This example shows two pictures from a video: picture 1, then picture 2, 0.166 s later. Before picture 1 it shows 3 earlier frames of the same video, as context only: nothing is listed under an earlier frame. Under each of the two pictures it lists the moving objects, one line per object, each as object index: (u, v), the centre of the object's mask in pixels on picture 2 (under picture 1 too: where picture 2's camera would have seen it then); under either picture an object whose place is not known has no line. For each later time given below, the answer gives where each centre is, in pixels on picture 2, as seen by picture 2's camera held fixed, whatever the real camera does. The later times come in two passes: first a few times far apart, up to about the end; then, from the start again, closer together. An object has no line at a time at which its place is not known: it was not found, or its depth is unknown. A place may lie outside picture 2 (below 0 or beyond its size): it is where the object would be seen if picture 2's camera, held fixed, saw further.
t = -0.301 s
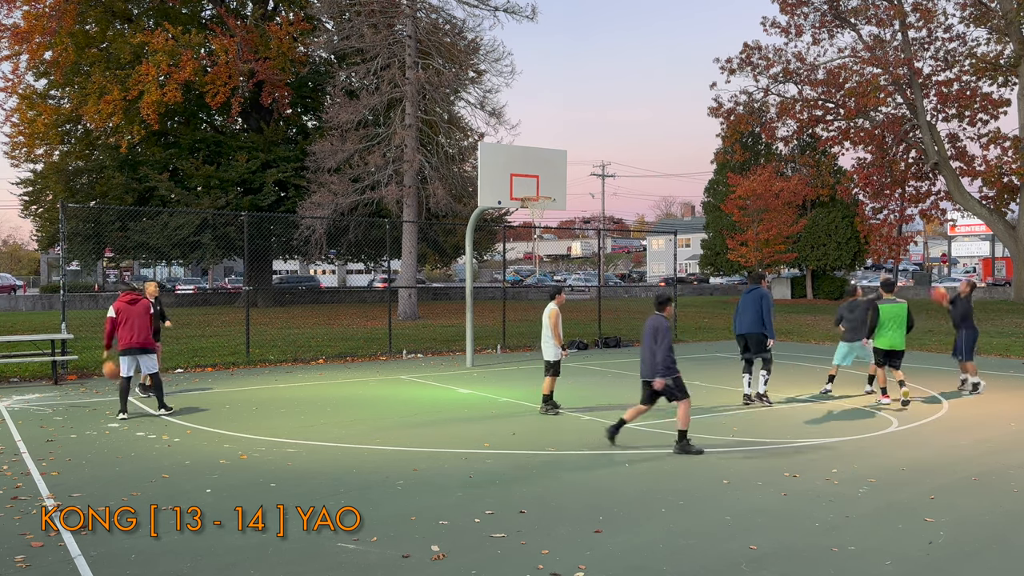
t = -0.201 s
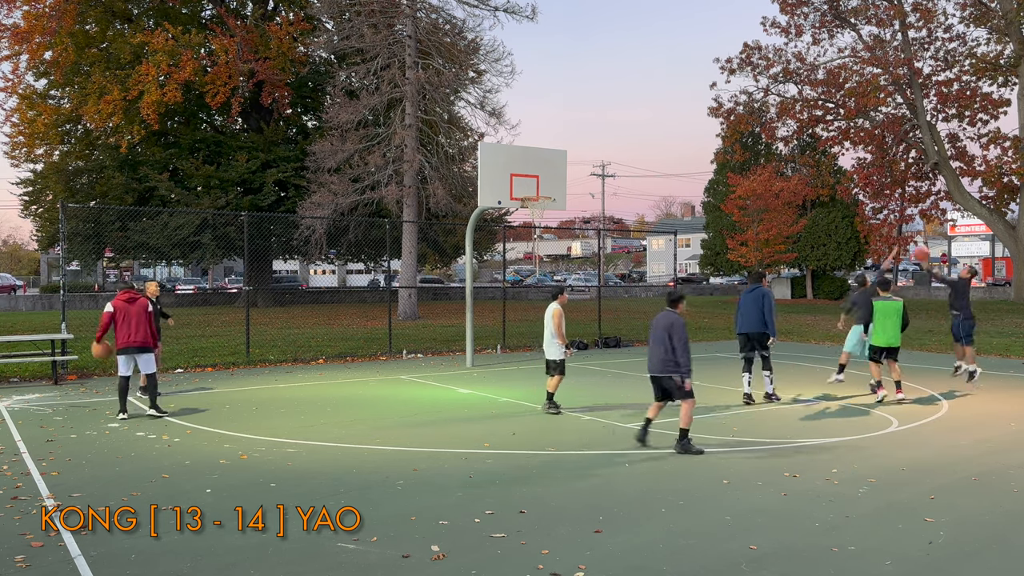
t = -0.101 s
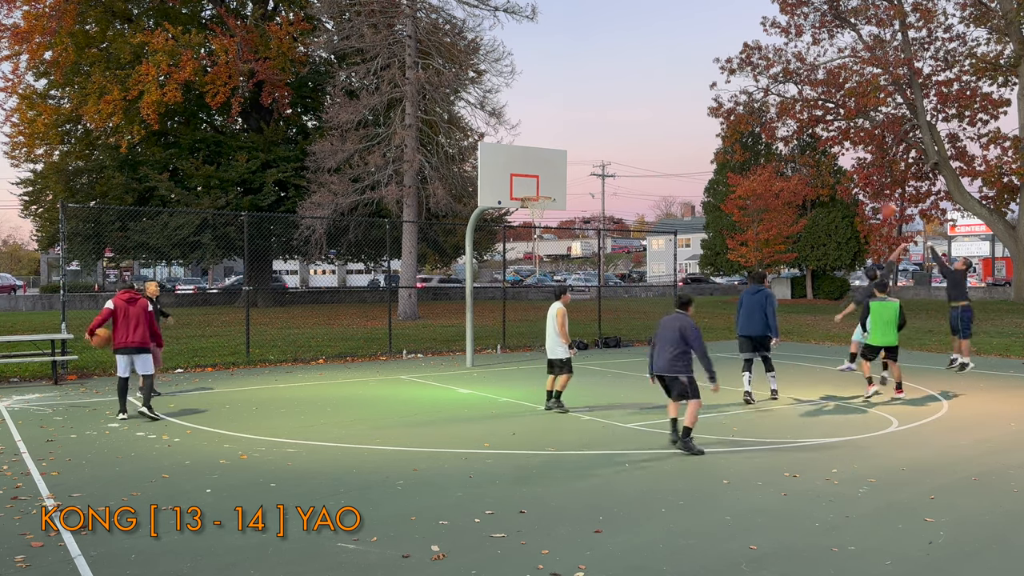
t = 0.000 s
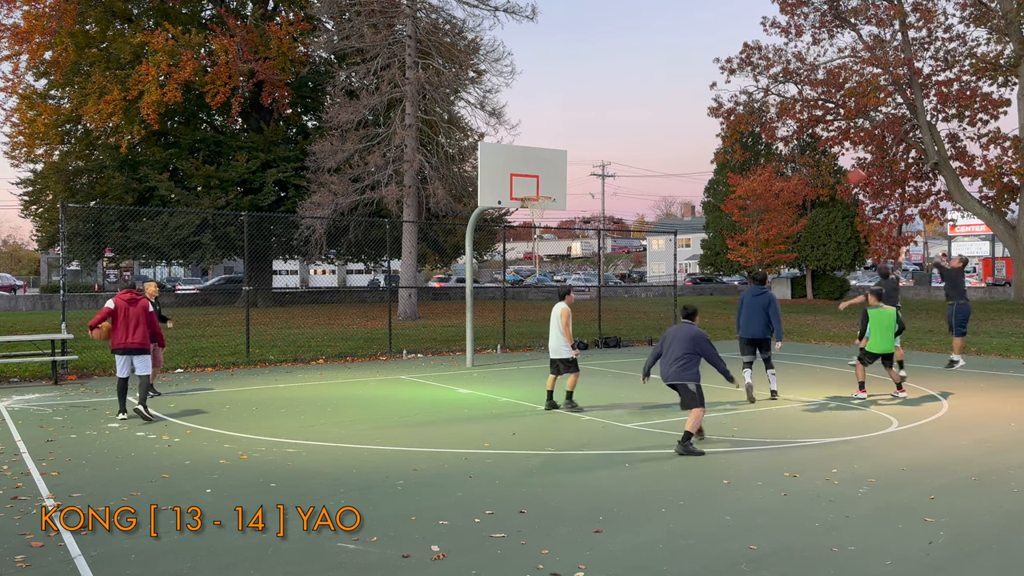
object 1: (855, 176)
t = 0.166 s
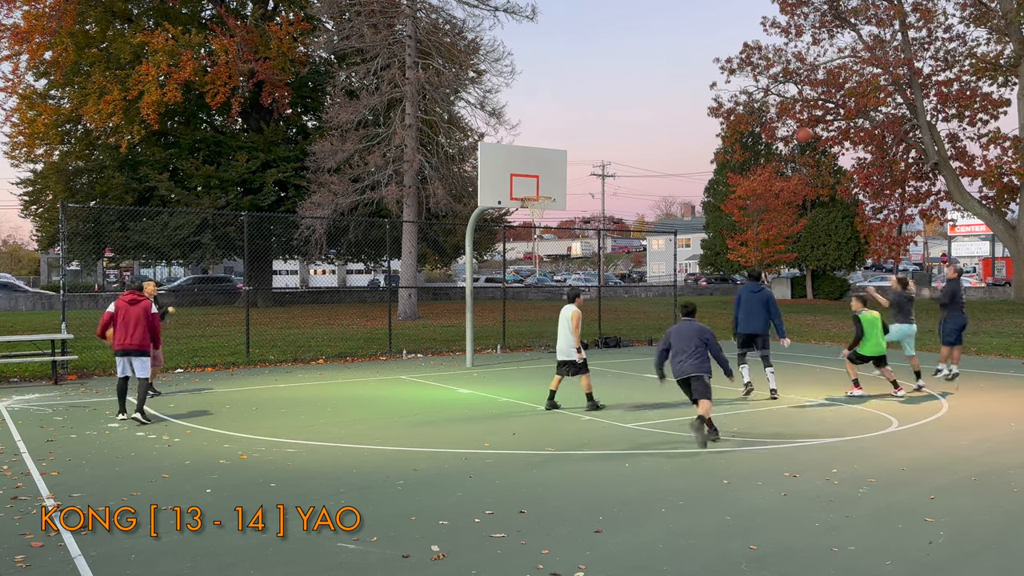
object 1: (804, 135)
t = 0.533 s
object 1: (697, 108)
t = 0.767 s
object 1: (634, 133)
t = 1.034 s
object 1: (568, 197)
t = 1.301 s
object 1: (506, 295)
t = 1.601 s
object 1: (460, 324)
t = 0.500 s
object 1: (706, 107)
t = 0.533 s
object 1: (697, 108)
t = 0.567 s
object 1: (688, 109)
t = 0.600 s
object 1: (678, 112)
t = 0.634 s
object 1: (669, 114)
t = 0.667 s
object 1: (661, 118)
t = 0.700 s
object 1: (651, 123)
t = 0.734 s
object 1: (643, 127)
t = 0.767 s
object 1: (634, 133)
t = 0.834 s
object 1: (617, 145)
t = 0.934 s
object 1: (592, 169)
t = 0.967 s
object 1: (583, 178)
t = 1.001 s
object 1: (576, 187)
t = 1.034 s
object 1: (568, 197)
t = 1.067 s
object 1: (559, 208)
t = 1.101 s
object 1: (551, 218)
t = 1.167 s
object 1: (537, 242)
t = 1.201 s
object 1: (528, 256)
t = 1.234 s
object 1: (520, 268)
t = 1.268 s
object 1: (514, 281)
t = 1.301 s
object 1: (506, 295)
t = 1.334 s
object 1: (499, 309)
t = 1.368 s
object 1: (491, 325)
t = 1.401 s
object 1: (484, 340)
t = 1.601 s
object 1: (460, 324)
